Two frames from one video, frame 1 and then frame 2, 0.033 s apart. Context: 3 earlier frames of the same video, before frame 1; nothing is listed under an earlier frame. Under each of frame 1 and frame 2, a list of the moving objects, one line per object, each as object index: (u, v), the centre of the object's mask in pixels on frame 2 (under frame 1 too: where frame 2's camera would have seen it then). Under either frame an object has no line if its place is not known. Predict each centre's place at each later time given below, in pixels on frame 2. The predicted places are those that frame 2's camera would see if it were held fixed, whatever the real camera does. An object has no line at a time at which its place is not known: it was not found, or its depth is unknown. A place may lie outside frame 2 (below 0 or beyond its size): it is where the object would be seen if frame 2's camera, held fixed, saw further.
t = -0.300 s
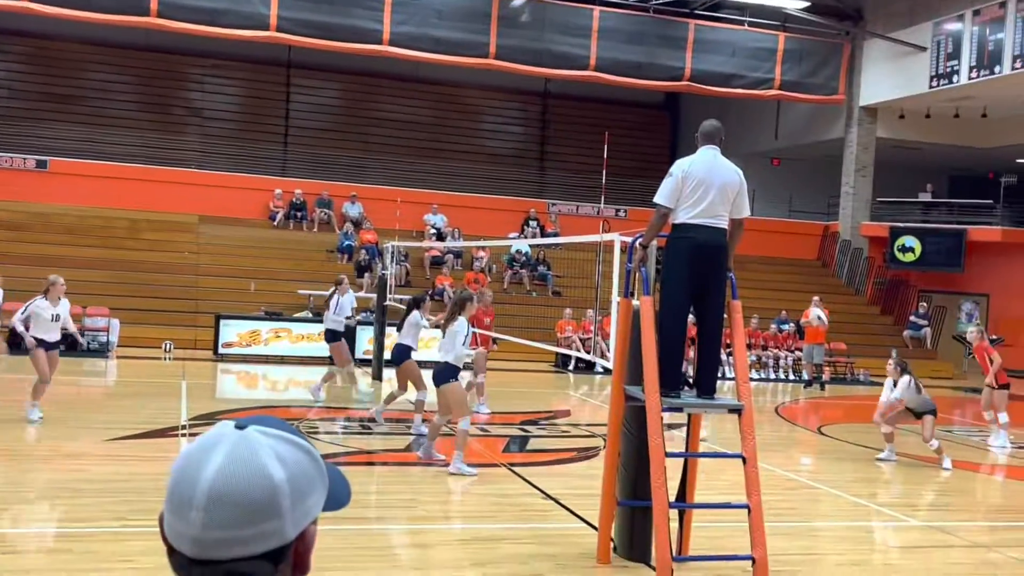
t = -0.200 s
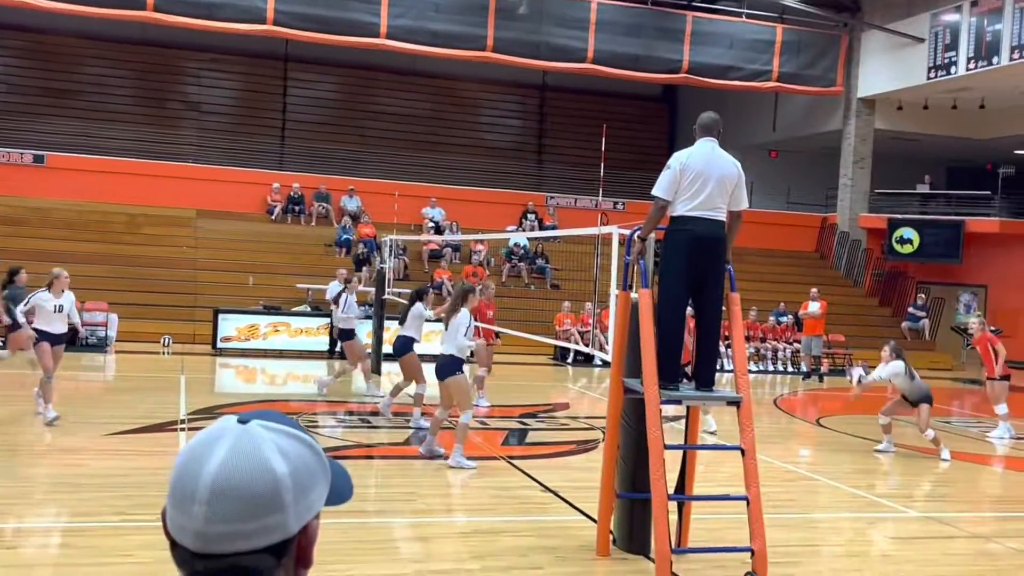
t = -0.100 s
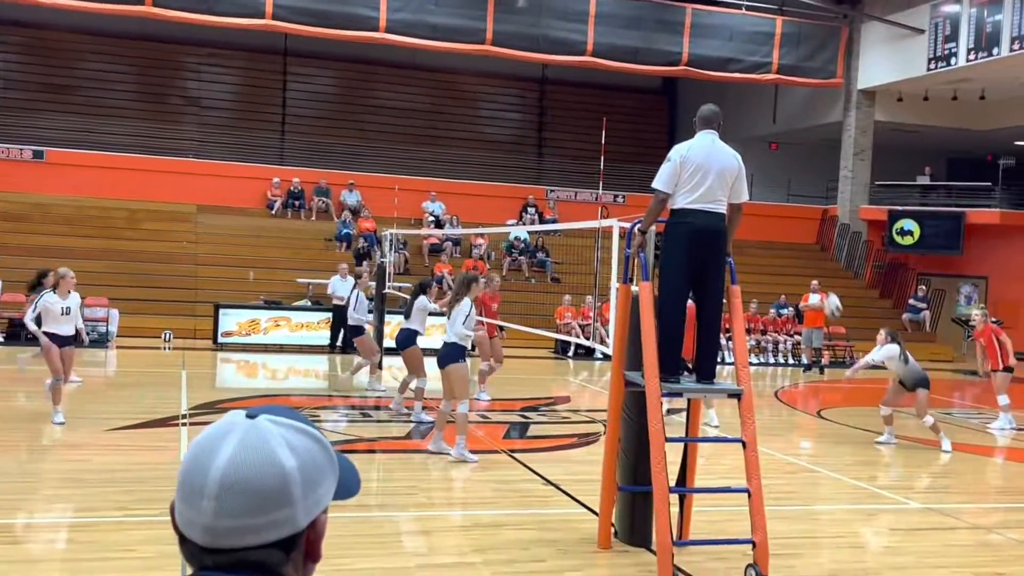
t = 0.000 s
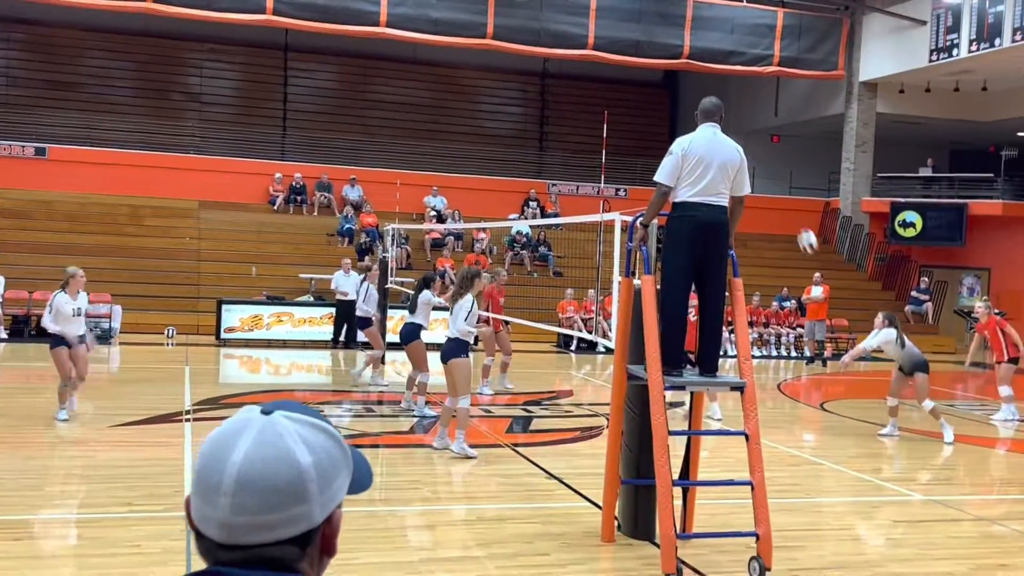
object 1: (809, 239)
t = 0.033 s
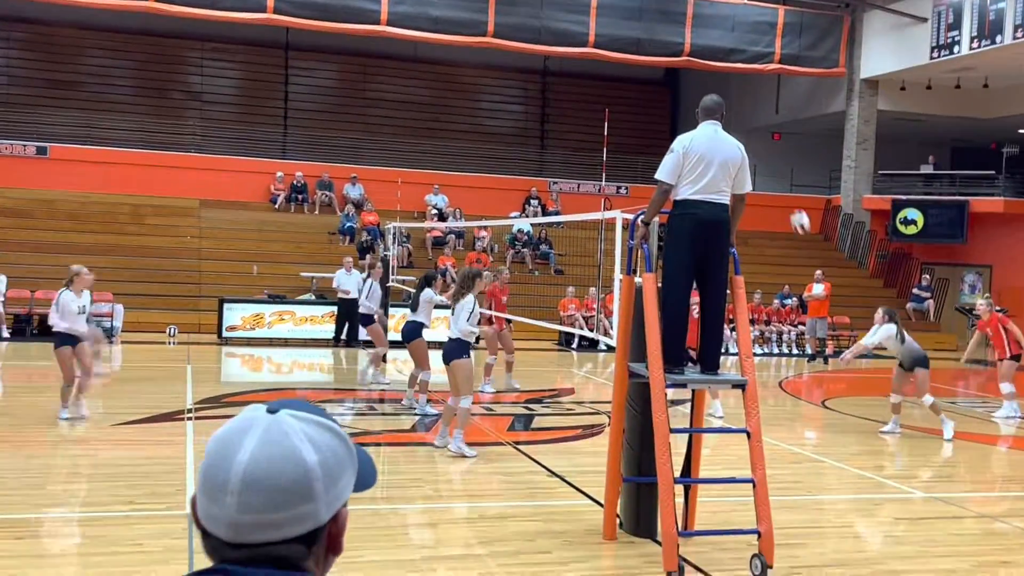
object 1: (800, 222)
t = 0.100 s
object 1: (783, 193)
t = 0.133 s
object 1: (773, 181)
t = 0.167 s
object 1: (763, 169)
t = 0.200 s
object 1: (754, 157)
